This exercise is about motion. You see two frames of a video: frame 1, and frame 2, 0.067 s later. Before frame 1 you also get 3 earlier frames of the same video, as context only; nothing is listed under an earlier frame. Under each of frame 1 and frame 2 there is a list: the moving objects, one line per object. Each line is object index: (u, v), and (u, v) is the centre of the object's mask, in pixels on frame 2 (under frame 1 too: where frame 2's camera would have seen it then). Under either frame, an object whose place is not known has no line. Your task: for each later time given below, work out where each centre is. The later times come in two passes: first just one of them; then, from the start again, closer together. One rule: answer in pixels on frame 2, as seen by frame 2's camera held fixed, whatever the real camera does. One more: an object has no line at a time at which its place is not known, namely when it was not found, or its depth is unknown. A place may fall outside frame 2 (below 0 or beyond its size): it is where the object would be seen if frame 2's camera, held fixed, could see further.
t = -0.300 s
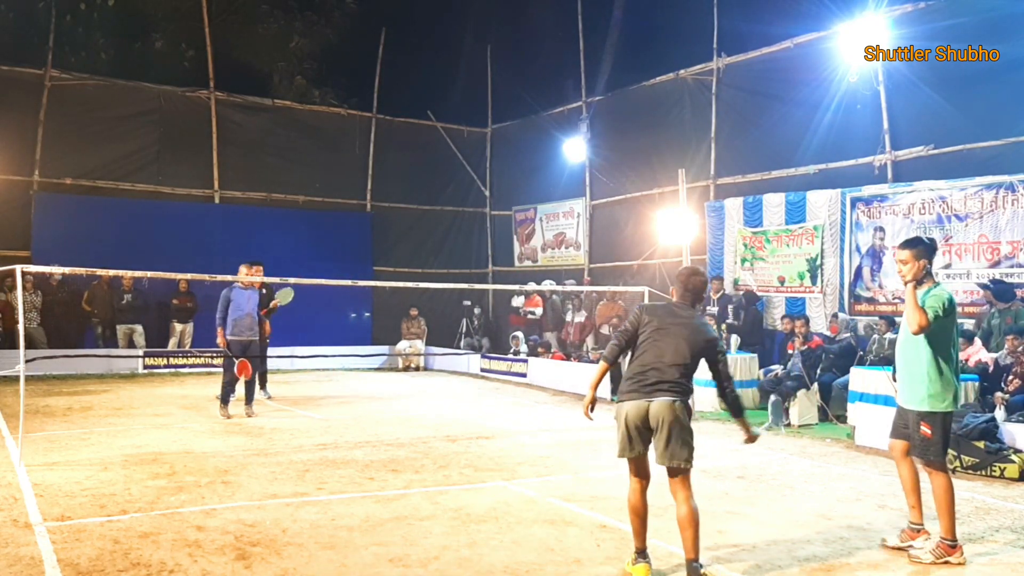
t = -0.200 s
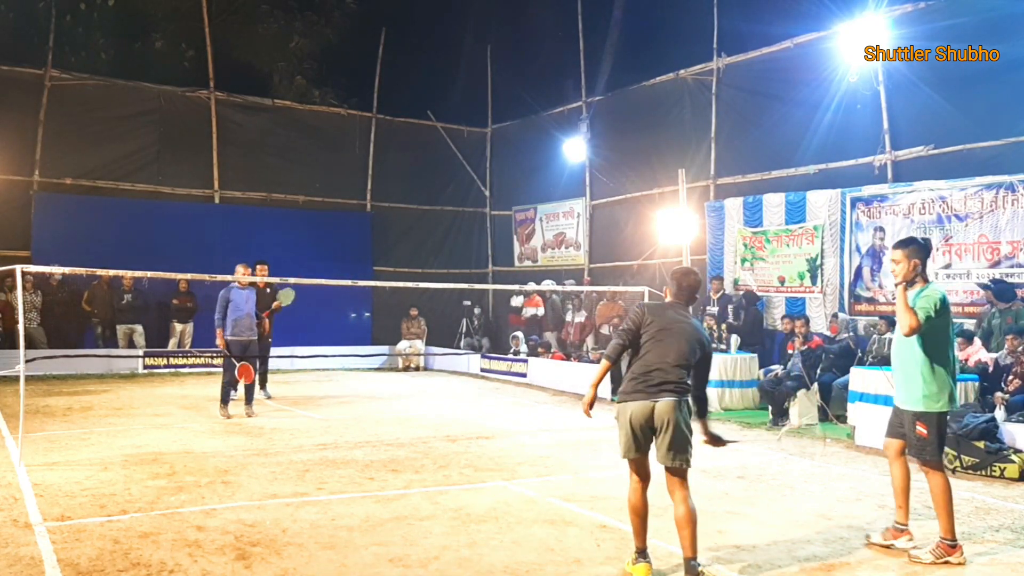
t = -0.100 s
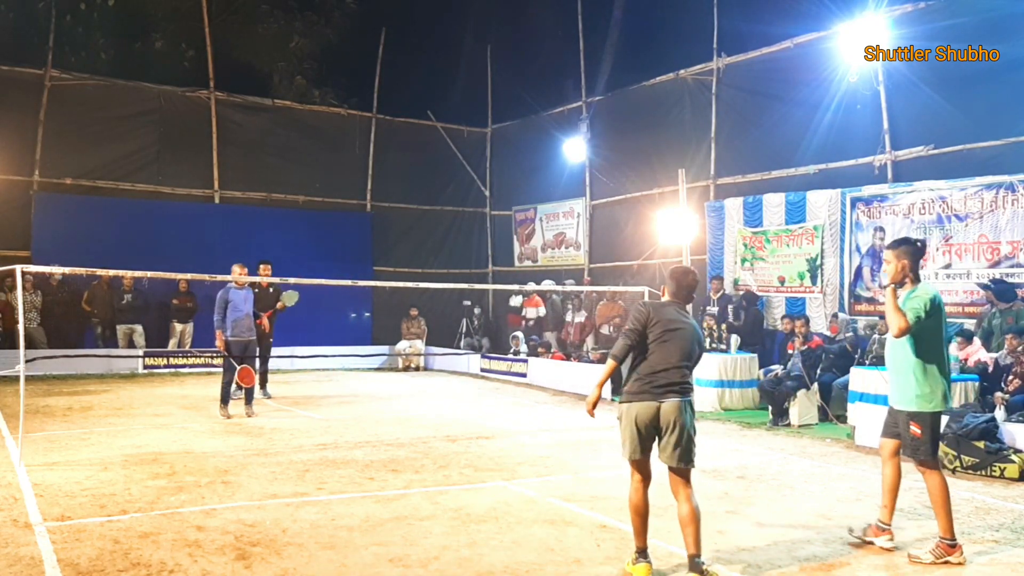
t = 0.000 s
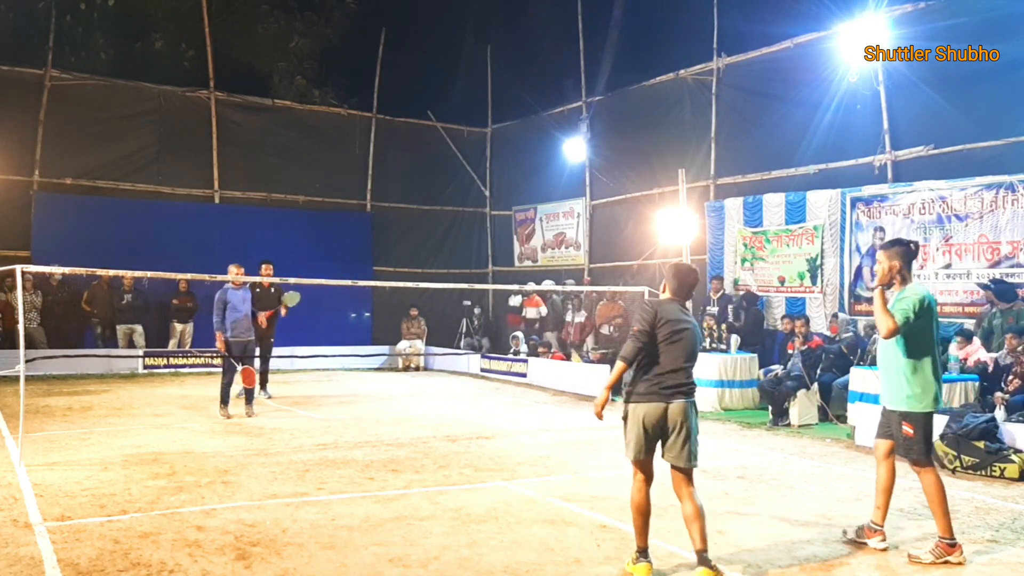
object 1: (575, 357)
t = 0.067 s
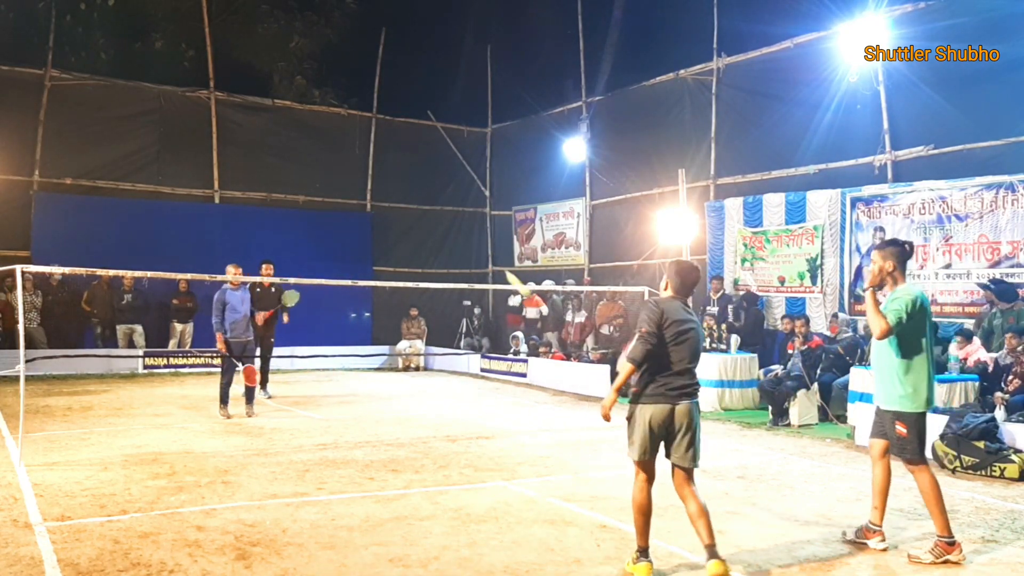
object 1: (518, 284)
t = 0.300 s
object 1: (383, 154)
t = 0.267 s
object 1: (397, 163)
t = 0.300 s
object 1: (383, 154)
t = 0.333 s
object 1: (372, 147)
